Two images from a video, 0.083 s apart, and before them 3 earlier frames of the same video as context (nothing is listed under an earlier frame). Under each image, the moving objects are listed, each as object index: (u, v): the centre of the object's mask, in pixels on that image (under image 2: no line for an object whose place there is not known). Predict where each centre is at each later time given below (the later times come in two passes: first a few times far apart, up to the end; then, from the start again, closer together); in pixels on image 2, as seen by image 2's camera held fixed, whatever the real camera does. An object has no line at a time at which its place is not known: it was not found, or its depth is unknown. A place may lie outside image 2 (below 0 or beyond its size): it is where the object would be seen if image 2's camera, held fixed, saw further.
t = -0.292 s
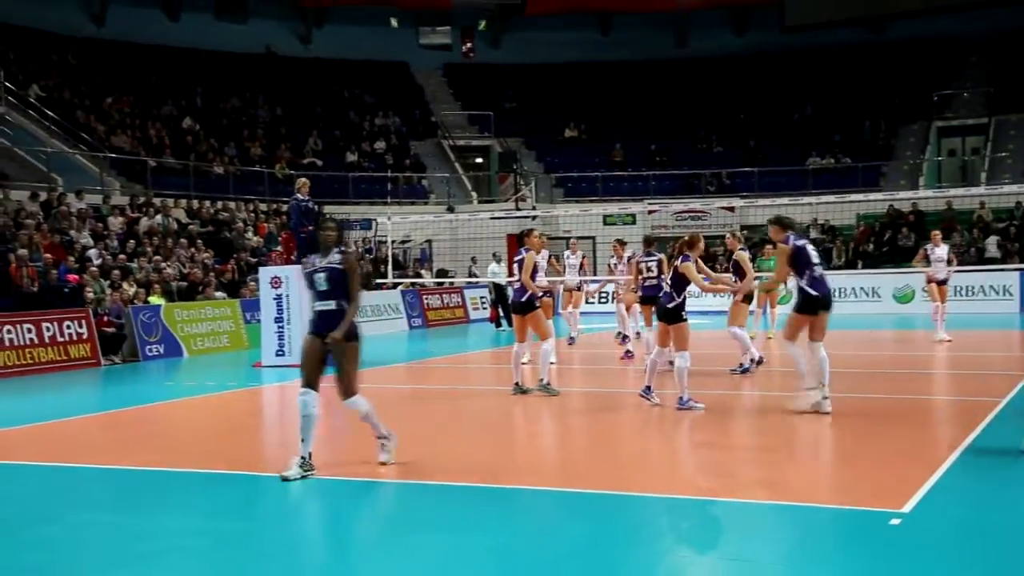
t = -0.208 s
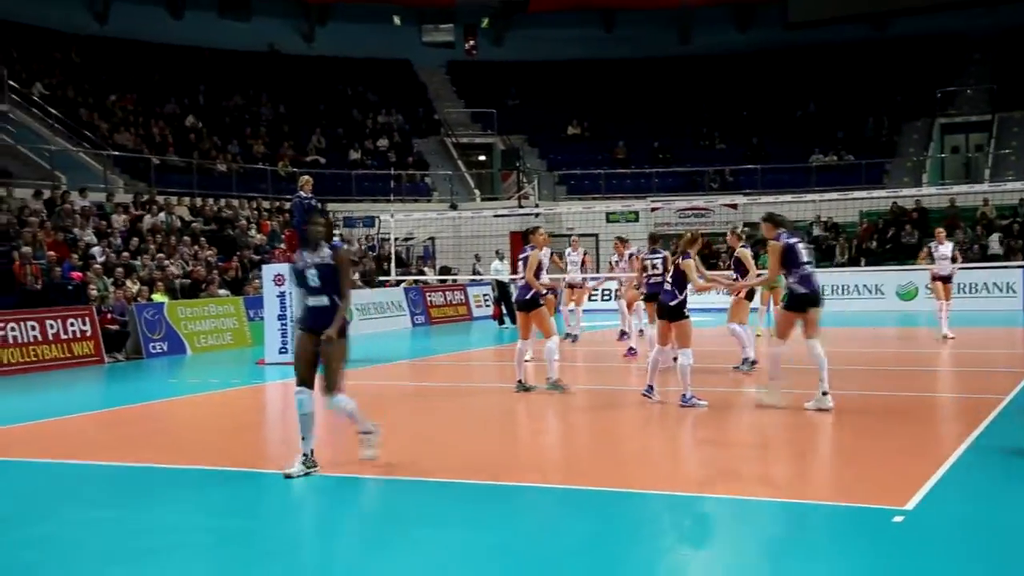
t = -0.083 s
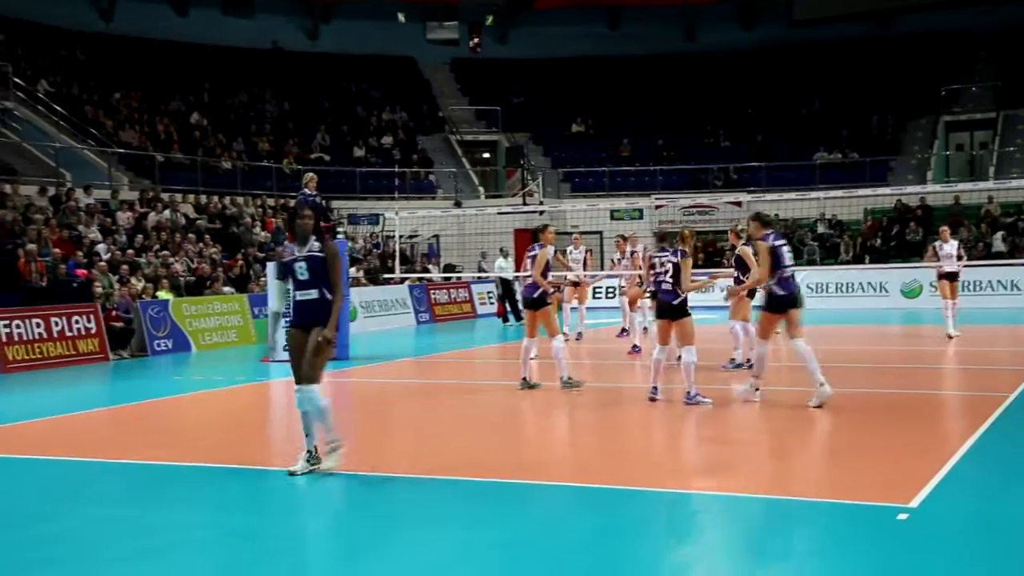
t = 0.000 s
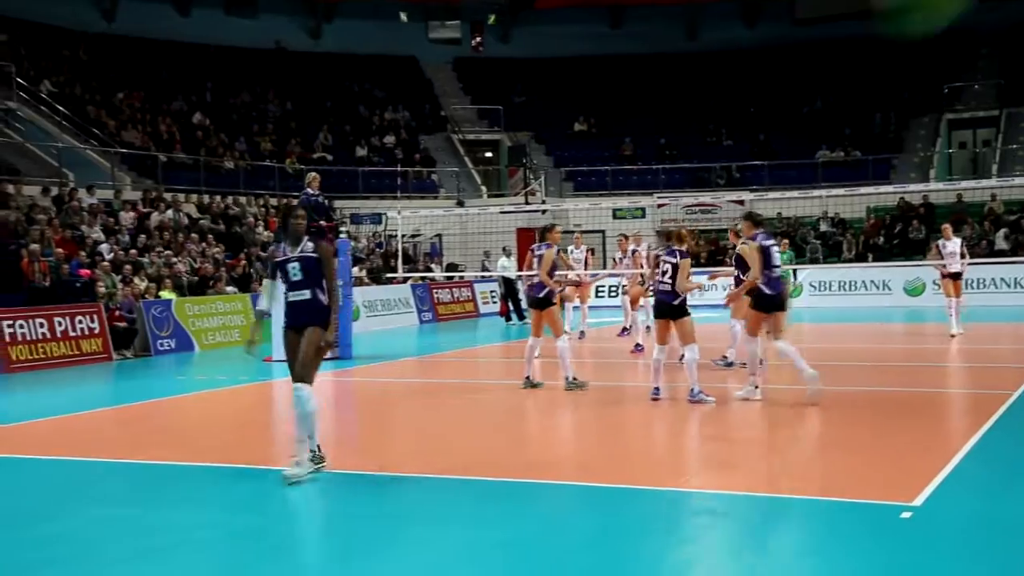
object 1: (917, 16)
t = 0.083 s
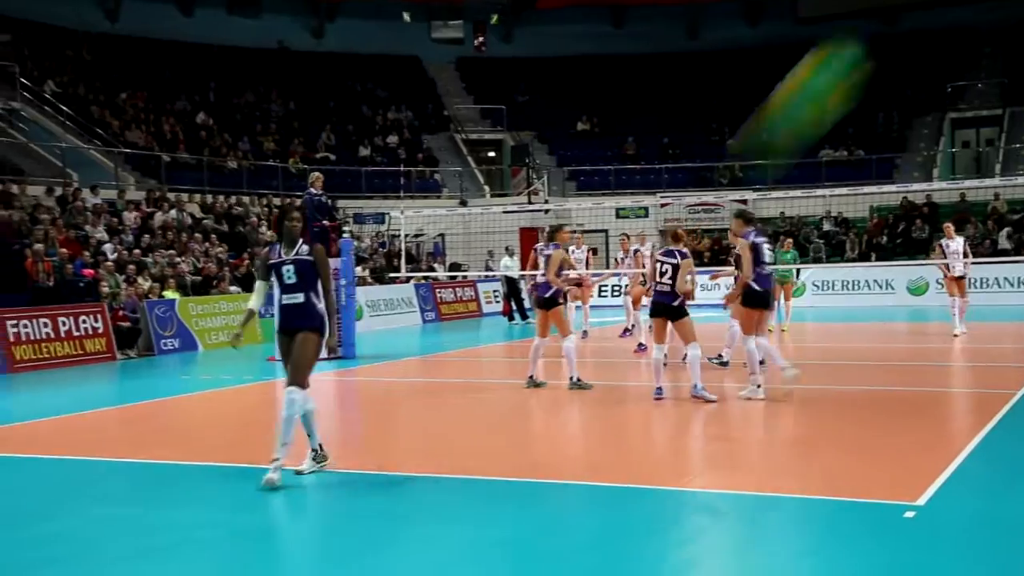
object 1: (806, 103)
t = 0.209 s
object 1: (657, 280)
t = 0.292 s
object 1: (591, 391)
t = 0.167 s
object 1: (696, 232)
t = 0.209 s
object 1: (657, 280)
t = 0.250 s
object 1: (620, 336)
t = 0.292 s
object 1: (591, 391)
